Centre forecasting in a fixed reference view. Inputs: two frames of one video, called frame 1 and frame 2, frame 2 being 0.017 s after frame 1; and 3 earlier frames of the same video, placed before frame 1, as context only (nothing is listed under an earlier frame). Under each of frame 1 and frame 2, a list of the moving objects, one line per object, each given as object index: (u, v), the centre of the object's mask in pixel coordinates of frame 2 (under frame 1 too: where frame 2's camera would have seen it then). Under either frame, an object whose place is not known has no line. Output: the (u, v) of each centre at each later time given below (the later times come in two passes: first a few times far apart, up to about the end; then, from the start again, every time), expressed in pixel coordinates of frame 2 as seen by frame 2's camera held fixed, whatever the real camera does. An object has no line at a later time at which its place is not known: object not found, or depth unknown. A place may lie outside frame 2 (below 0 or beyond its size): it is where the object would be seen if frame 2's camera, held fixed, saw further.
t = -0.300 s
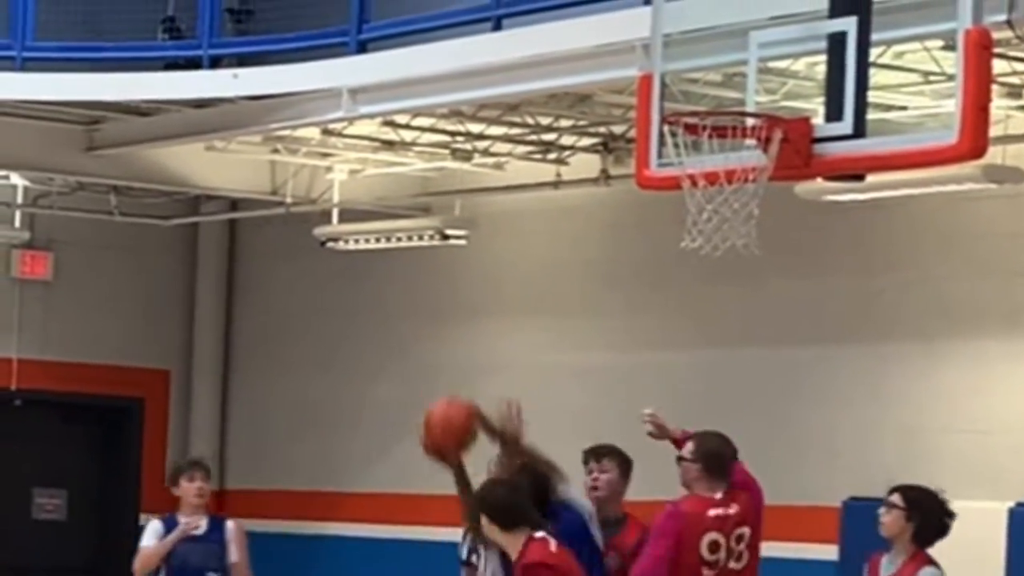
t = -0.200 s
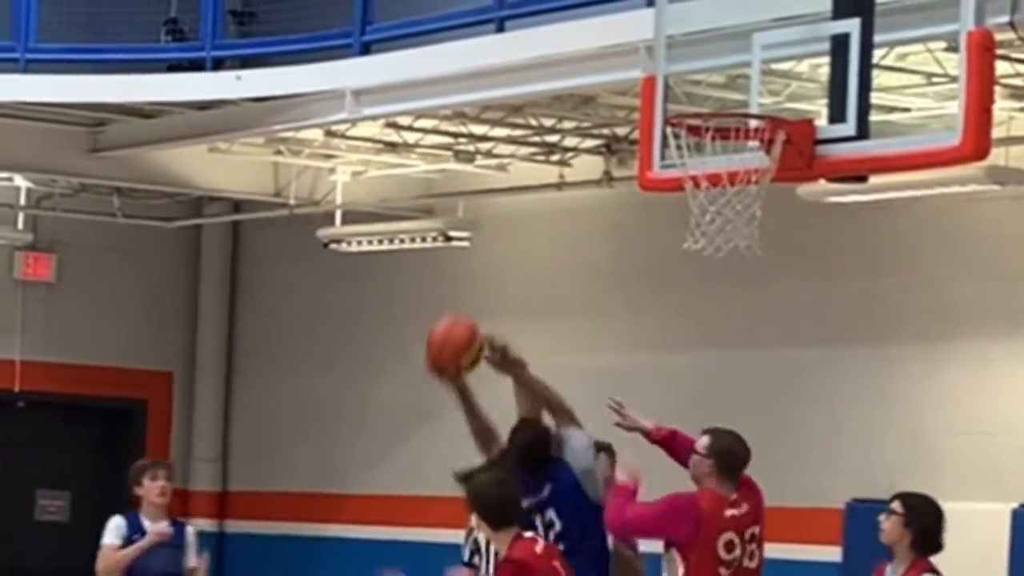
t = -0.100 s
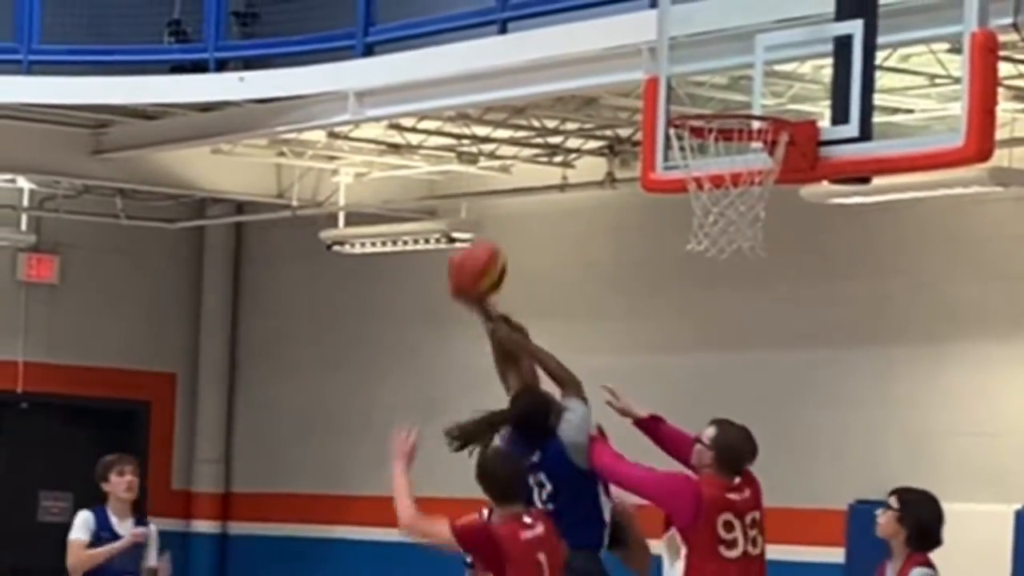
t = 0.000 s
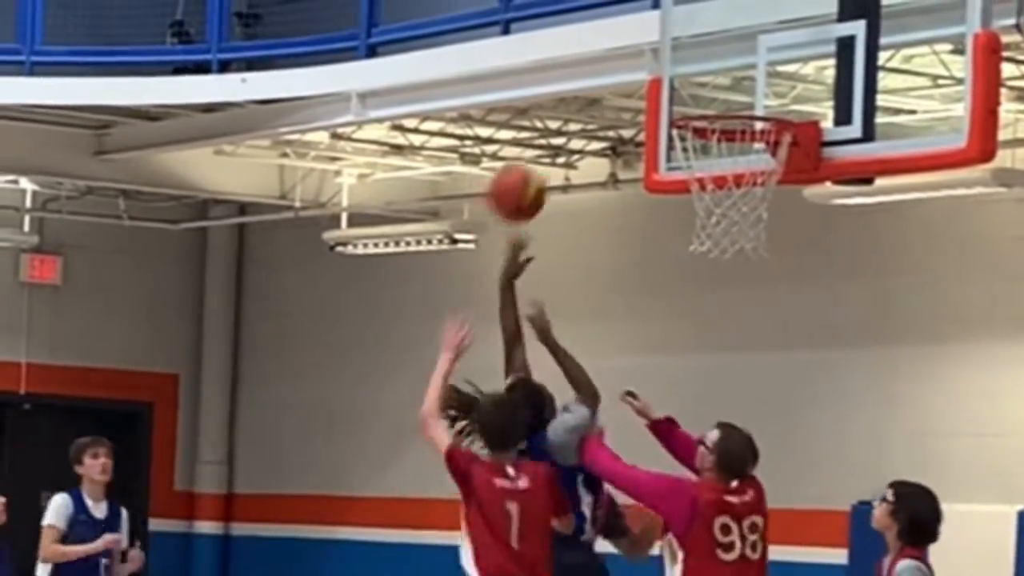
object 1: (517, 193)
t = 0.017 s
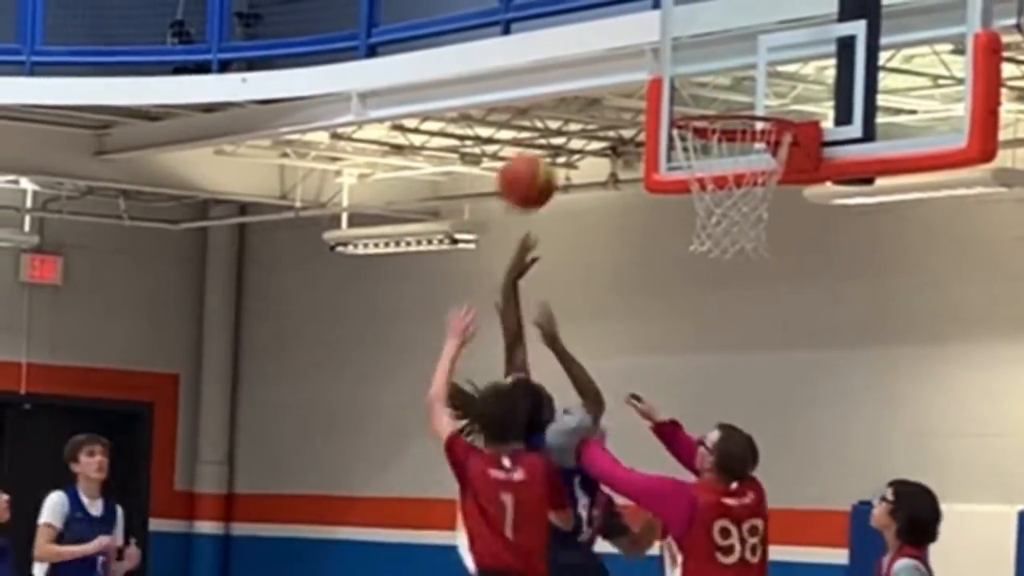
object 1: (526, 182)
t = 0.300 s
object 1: (686, 86)
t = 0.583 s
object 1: (753, 95)
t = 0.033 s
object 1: (536, 171)
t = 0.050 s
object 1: (546, 160)
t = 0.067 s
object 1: (555, 152)
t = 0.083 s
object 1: (565, 142)
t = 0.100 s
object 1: (573, 132)
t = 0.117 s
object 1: (584, 125)
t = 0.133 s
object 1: (594, 117)
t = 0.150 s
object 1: (602, 112)
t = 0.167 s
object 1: (612, 107)
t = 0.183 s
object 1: (619, 103)
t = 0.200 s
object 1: (629, 98)
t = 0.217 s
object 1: (638, 95)
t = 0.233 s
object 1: (647, 92)
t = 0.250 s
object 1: (657, 90)
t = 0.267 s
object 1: (666, 87)
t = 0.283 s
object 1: (676, 86)
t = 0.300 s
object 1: (686, 86)
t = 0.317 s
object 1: (693, 86)
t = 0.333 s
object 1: (702, 87)
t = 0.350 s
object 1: (711, 89)
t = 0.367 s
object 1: (720, 91)
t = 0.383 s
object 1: (728, 94)
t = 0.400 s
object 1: (736, 95)
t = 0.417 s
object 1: (741, 98)
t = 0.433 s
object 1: (745, 96)
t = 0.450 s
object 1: (748, 94)
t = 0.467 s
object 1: (751, 93)
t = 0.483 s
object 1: (754, 93)
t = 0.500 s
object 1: (757, 93)
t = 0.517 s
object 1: (758, 93)
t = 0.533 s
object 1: (758, 93)
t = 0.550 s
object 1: (757, 94)
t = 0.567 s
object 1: (755, 94)
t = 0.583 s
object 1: (753, 95)
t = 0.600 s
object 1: (752, 96)
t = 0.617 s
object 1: (750, 97)
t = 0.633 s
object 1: (749, 98)
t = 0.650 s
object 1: (749, 96)
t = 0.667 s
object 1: (748, 94)
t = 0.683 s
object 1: (747, 93)
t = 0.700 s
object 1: (746, 92)
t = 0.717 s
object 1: (746, 92)
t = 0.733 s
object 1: (746, 91)
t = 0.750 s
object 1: (746, 92)
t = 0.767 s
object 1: (745, 93)
